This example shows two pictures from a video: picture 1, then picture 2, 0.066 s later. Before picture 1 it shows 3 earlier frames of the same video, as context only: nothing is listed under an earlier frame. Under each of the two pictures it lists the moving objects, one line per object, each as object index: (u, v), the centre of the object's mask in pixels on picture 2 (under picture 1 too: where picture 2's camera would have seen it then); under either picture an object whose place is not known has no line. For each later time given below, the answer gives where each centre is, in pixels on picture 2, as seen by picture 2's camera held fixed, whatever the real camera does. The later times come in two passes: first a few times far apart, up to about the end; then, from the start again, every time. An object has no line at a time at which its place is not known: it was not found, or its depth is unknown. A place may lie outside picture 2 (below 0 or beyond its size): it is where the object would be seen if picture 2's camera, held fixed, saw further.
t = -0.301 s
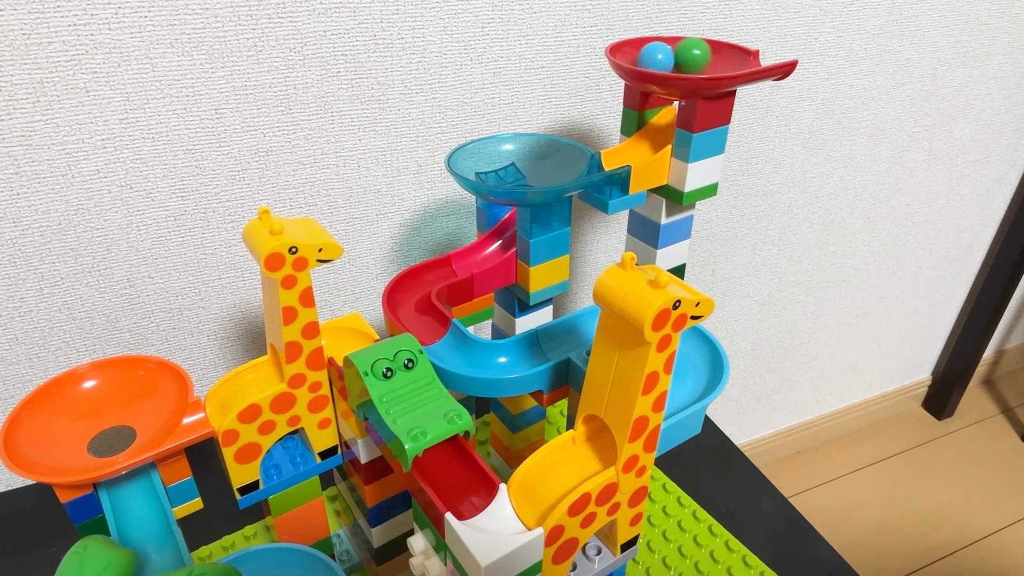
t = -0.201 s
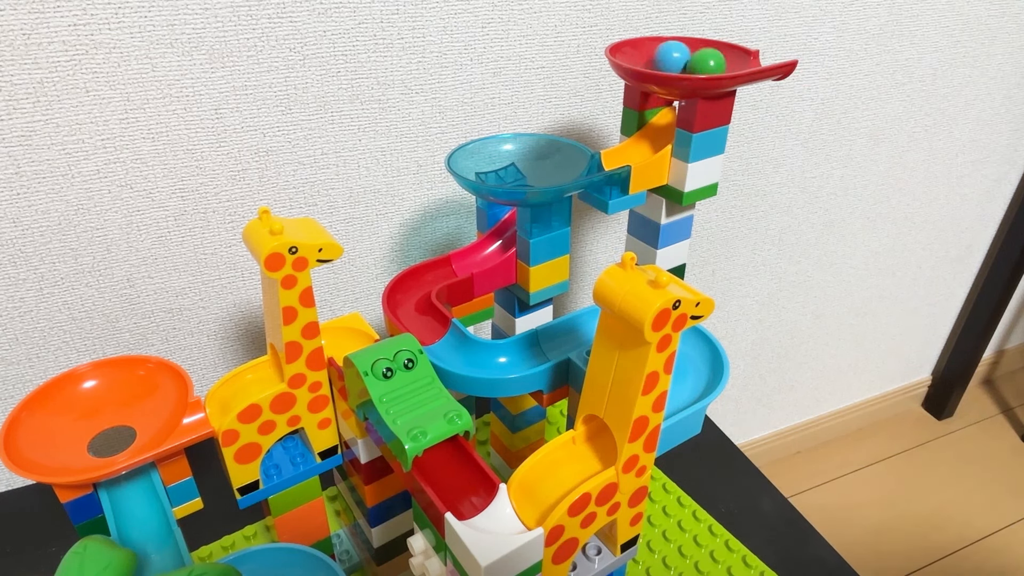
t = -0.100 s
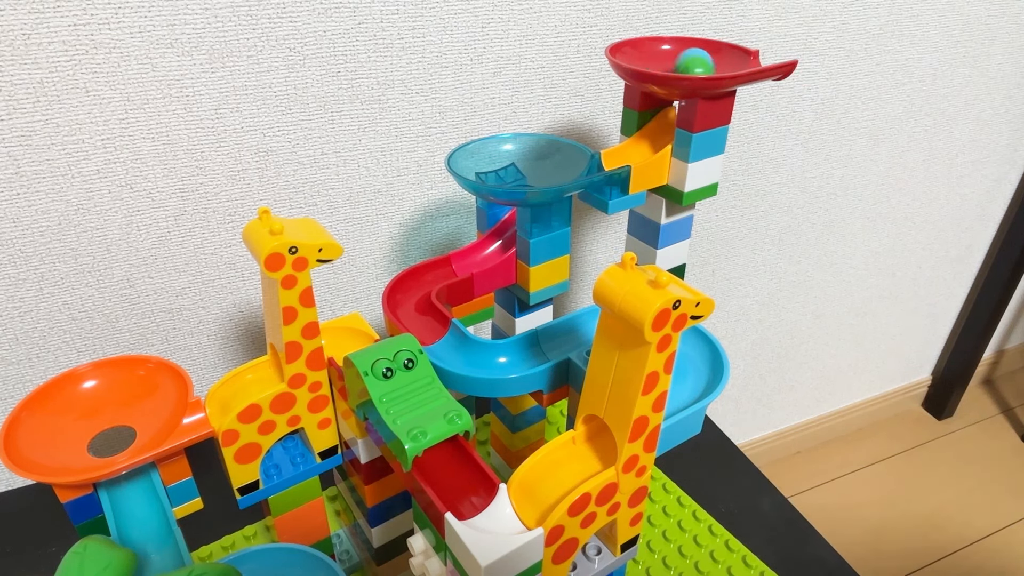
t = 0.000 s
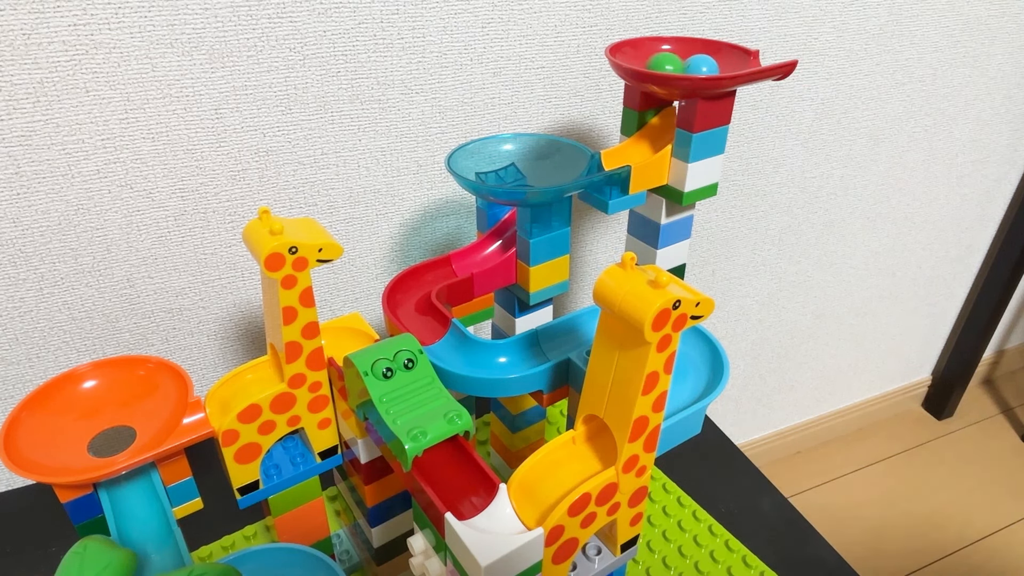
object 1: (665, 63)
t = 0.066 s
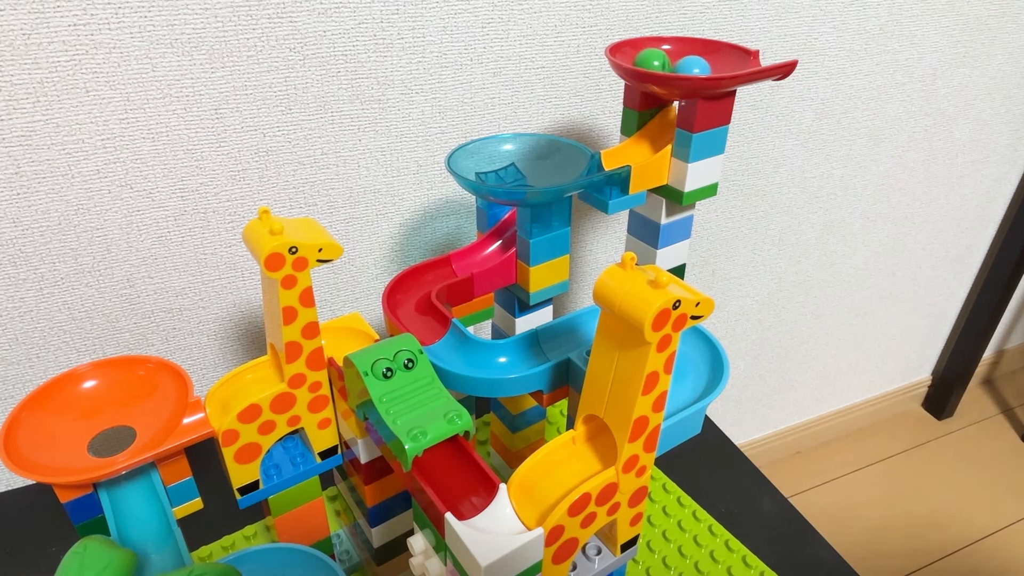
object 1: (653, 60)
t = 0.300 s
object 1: (689, 52)
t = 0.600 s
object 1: (667, 63)
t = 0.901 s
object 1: (696, 56)
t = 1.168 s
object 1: (669, 63)
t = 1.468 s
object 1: (692, 56)
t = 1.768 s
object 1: (665, 63)
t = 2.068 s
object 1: (696, 57)
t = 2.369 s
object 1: (651, 58)
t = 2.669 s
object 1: (707, 64)
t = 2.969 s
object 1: (659, 58)
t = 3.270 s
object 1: (688, 65)
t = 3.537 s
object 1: (671, 61)
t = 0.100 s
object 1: (650, 58)
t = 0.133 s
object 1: (650, 57)
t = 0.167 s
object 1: (653, 54)
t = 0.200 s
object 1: (659, 51)
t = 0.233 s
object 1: (670, 51)
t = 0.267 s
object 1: (680, 52)
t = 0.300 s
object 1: (689, 52)
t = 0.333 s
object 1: (696, 56)
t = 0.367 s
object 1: (701, 58)
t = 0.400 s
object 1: (705, 61)
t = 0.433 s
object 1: (704, 63)
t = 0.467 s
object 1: (701, 65)
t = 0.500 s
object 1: (694, 65)
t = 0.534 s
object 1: (685, 65)
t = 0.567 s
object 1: (676, 64)
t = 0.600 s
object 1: (667, 63)
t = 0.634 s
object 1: (660, 62)
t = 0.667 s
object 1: (656, 61)
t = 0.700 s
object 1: (655, 60)
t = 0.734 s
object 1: (657, 59)
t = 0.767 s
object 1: (663, 57)
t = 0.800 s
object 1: (671, 56)
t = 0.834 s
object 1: (680, 55)
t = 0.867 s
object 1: (689, 54)
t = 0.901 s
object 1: (696, 56)
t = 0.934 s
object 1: (701, 58)
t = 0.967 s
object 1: (704, 60)
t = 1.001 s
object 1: (704, 63)
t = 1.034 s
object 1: (700, 65)
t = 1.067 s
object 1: (694, 66)
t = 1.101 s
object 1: (687, 66)
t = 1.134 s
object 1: (678, 65)
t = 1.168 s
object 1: (669, 63)
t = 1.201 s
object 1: (662, 62)
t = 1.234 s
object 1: (657, 61)
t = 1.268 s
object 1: (656, 61)
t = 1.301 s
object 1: (657, 60)
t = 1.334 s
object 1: (660, 59)
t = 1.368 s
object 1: (667, 58)
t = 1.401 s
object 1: (675, 56)
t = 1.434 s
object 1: (684, 55)
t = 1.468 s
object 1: (692, 56)
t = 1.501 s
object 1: (699, 57)
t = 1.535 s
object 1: (703, 59)
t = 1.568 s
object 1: (704, 62)
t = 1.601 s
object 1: (703, 64)
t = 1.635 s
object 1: (699, 65)
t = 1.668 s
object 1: (692, 65)
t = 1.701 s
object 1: (683, 65)
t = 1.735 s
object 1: (674, 64)
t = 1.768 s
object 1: (665, 63)
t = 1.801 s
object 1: (659, 62)
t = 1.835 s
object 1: (656, 61)
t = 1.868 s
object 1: (655, 60)
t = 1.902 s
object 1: (658, 59)
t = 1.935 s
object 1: (663, 59)
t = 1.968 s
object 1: (670, 58)
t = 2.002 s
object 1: (680, 57)
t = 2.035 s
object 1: (689, 57)
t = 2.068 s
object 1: (696, 57)
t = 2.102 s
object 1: (701, 59)
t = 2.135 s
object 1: (704, 60)
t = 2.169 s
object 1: (703, 62)
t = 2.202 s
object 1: (698, 64)
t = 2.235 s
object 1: (689, 65)
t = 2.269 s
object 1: (676, 65)
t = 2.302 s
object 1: (664, 62)
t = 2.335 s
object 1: (656, 60)
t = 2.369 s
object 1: (651, 58)
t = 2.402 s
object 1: (649, 57)
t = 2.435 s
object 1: (651, 56)
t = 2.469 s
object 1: (656, 57)
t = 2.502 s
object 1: (665, 59)
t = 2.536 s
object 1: (675, 60)
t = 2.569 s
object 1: (686, 61)
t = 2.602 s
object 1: (697, 62)
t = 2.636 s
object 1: (703, 63)
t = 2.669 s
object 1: (707, 64)
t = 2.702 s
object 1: (707, 64)
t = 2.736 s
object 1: (705, 65)
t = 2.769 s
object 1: (698, 65)
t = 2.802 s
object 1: (689, 65)
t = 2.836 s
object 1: (679, 65)
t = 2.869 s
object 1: (670, 64)
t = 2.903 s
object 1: (663, 62)
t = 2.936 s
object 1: (660, 60)
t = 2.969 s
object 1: (659, 58)
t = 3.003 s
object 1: (660, 57)
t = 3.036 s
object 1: (665, 56)
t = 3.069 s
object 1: (671, 57)
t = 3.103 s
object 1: (679, 59)
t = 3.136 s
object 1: (686, 61)
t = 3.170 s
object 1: (692, 62)
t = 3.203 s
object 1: (696, 64)
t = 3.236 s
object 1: (694, 65)
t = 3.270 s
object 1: (688, 65)
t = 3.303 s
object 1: (682, 65)
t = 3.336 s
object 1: (676, 64)
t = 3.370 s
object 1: (670, 64)
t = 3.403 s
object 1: (666, 63)
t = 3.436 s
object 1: (664, 62)
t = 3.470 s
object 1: (664, 62)
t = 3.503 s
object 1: (666, 61)
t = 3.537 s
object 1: (671, 61)
